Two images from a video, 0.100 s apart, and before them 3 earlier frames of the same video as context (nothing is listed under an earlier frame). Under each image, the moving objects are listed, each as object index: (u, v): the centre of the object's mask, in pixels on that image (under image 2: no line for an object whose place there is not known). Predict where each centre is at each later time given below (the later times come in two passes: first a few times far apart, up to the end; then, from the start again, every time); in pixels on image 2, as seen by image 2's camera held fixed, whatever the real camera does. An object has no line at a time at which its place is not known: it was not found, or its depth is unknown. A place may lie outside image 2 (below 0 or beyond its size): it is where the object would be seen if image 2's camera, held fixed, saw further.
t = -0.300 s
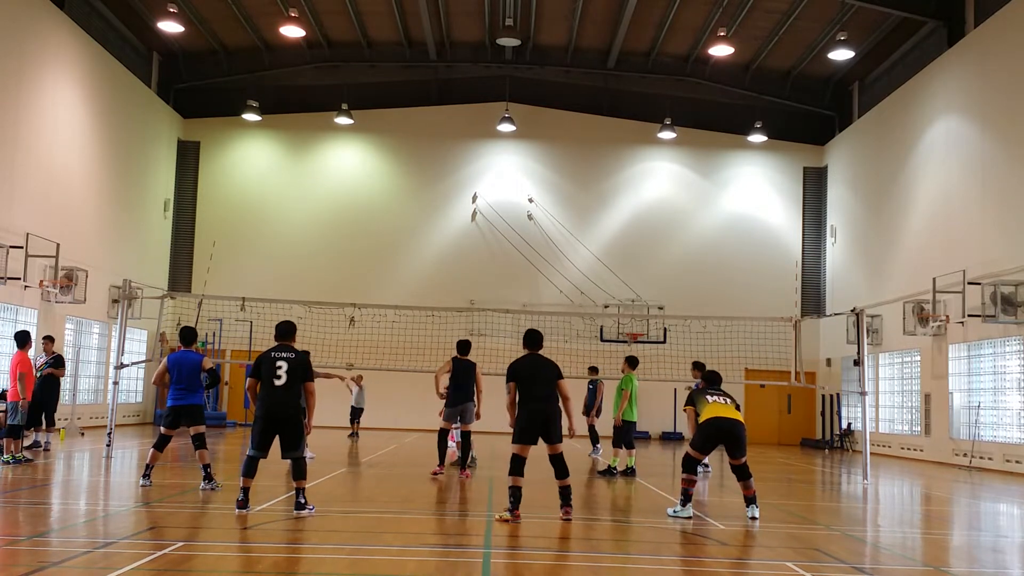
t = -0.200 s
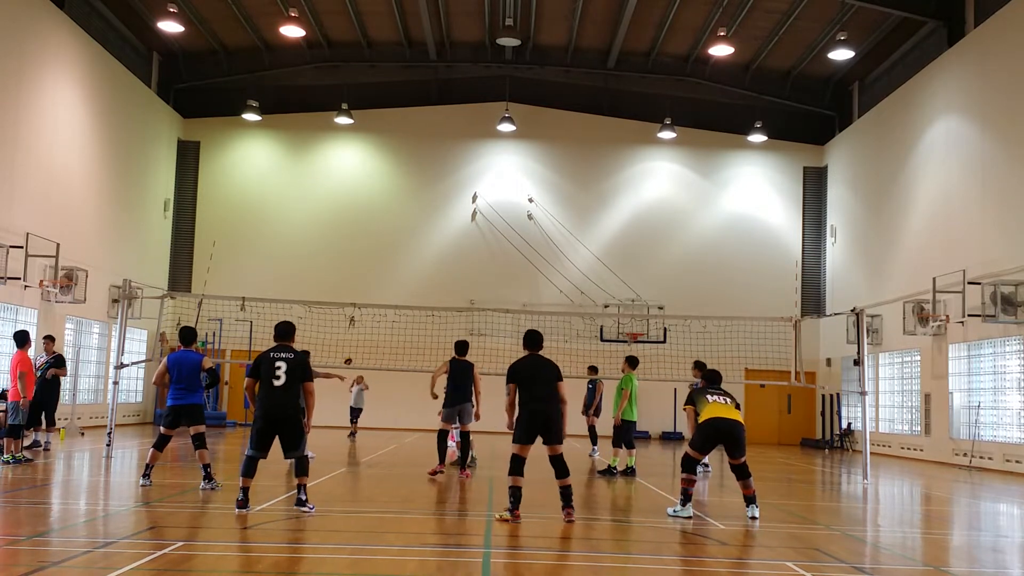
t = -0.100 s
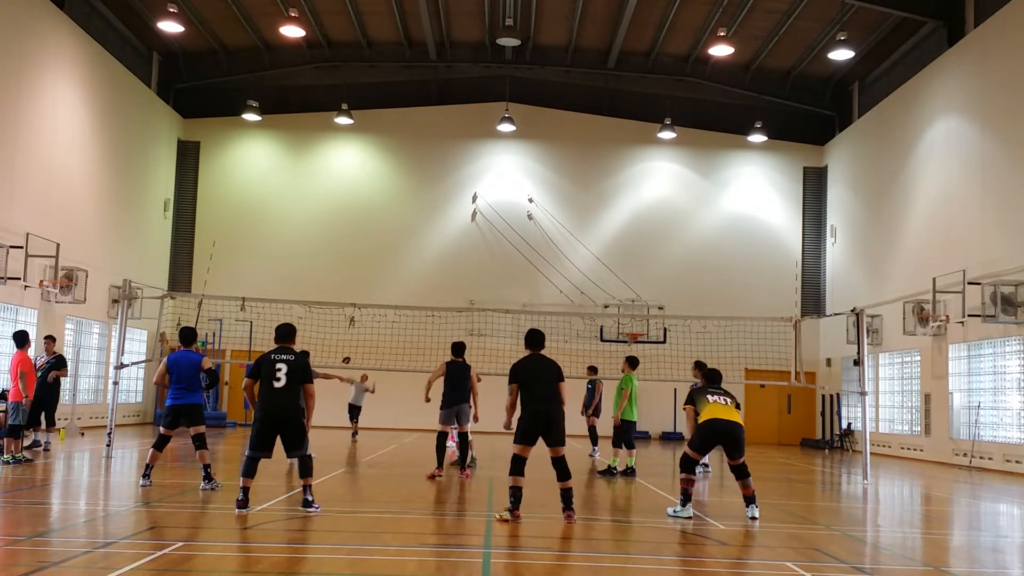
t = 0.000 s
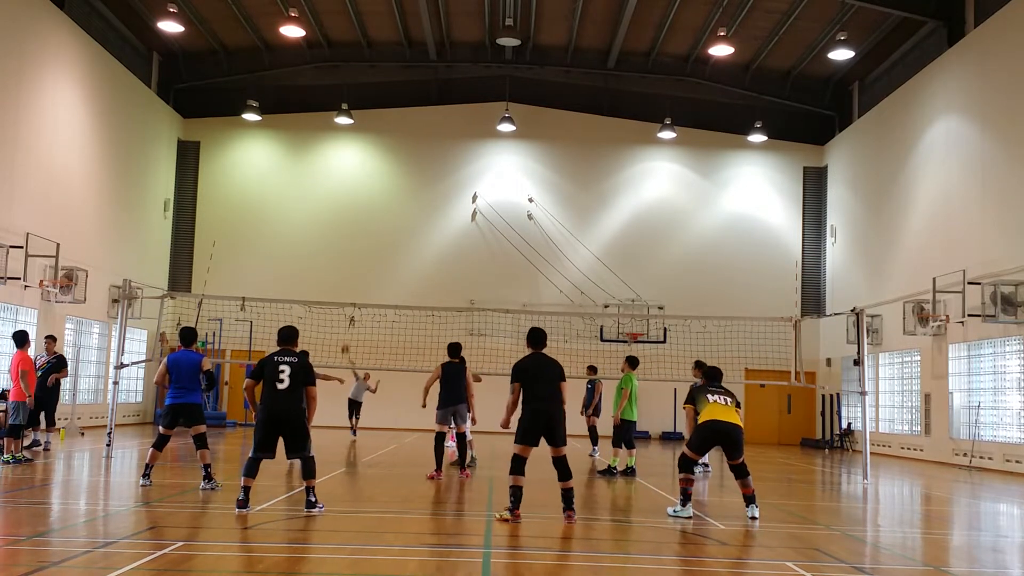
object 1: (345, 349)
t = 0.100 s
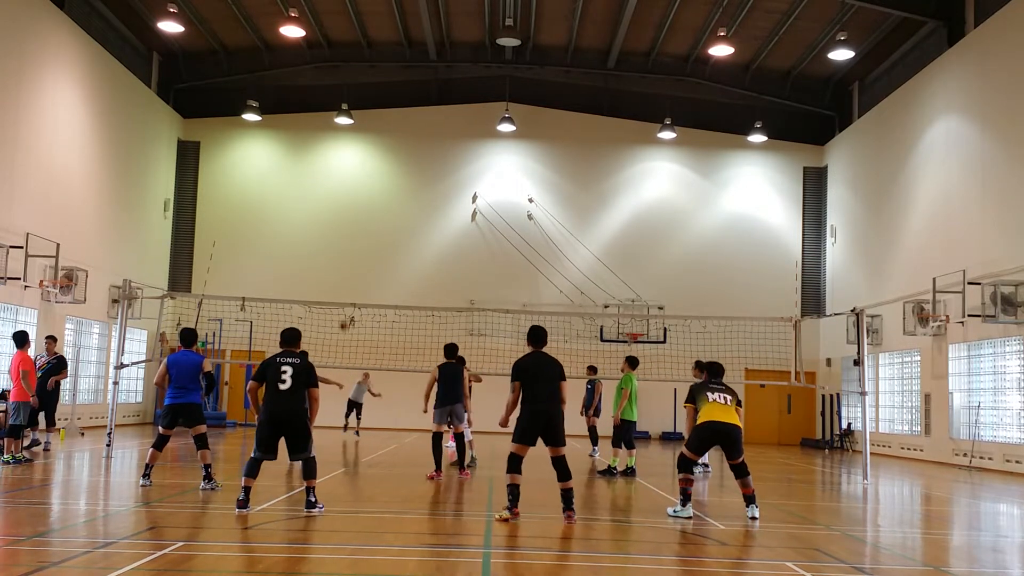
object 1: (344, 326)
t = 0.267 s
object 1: (338, 289)
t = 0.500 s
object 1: (325, 253)
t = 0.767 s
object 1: (312, 248)
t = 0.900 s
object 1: (303, 258)
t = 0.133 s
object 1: (343, 318)
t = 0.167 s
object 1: (342, 311)
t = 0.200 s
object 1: (341, 299)
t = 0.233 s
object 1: (340, 295)
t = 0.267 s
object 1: (338, 289)
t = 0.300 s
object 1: (337, 282)
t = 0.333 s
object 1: (335, 276)
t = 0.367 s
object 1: (333, 271)
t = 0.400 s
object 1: (331, 266)
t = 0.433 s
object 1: (329, 261)
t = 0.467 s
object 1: (326, 257)
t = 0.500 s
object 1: (325, 253)
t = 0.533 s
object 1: (323, 251)
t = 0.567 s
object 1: (321, 248)
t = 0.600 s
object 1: (319, 247)
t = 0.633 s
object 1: (317, 246)
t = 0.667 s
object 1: (316, 246)
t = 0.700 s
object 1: (315, 246)
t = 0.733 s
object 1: (313, 246)
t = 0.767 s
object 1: (312, 248)
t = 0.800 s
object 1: (310, 249)
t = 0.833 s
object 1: (308, 251)
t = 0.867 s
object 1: (306, 254)
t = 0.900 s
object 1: (303, 258)
